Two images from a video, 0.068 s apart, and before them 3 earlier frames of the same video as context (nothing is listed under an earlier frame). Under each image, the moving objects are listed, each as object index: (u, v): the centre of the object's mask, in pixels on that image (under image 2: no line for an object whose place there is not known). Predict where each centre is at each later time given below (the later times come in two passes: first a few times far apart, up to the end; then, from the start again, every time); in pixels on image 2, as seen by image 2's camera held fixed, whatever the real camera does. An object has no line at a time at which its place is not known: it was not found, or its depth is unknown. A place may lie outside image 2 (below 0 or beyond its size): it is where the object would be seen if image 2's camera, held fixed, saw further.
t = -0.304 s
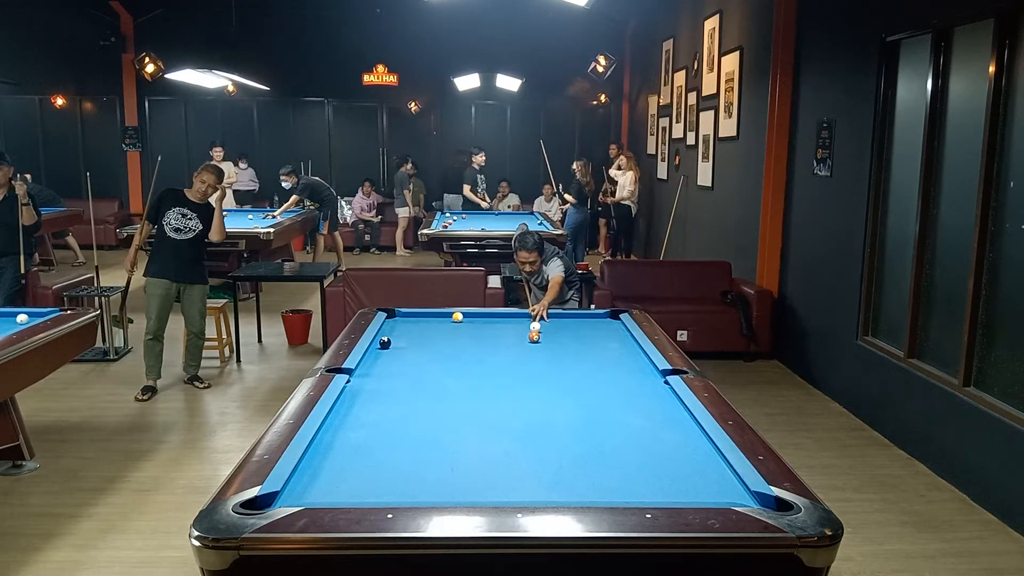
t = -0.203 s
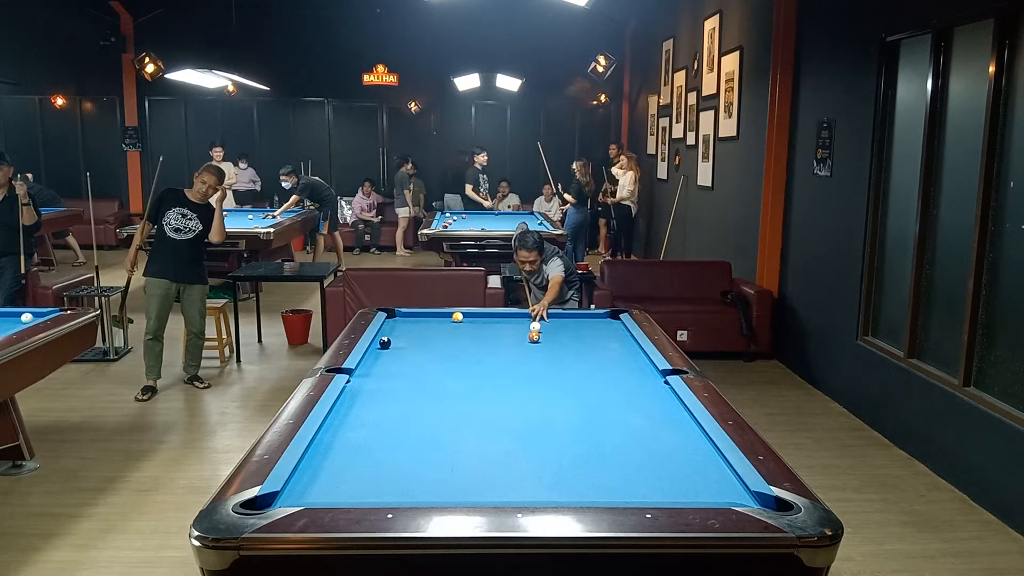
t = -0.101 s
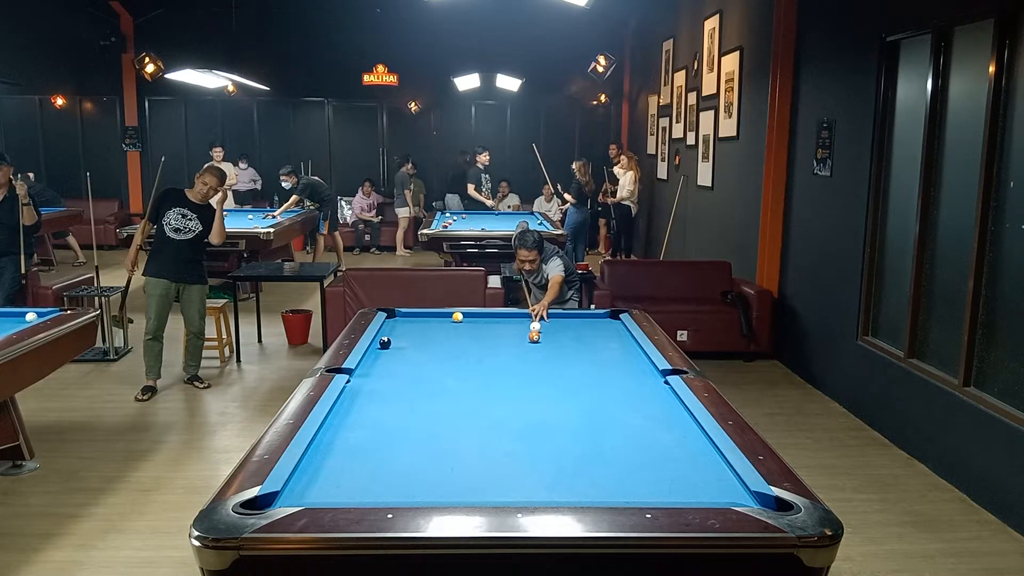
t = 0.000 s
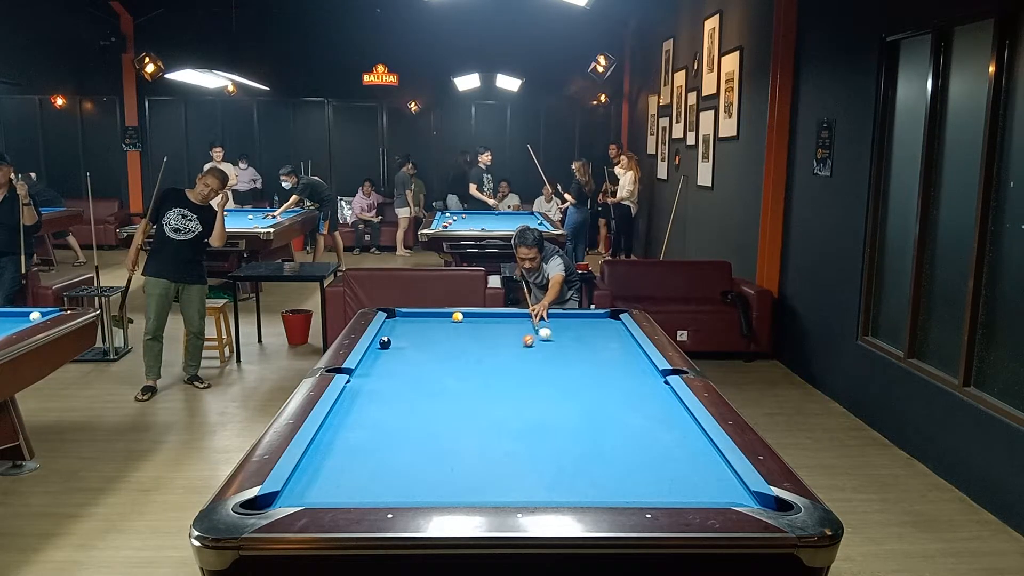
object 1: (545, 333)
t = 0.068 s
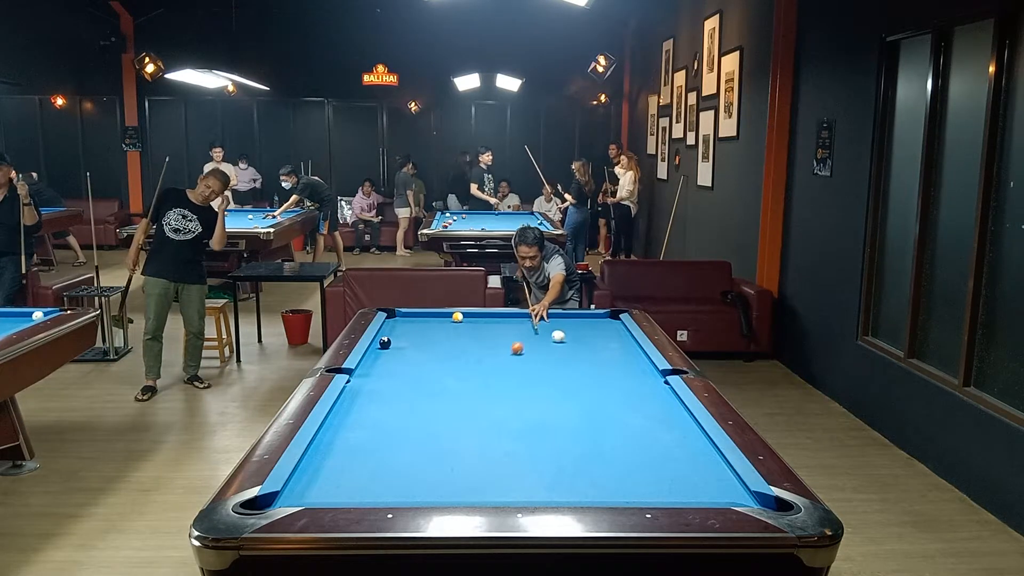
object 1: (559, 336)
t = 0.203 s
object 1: (581, 340)
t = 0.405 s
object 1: (614, 345)
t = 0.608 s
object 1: (632, 349)
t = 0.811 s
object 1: (619, 351)
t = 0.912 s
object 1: (612, 351)
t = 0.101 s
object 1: (565, 337)
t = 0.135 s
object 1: (570, 338)
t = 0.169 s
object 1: (576, 339)
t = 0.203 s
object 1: (581, 340)
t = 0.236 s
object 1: (586, 341)
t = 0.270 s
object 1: (591, 342)
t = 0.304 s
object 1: (597, 343)
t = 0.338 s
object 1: (603, 343)
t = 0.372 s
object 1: (608, 344)
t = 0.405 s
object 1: (614, 345)
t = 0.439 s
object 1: (620, 346)
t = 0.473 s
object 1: (625, 347)
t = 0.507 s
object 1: (631, 348)
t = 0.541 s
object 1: (637, 349)
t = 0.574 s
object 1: (634, 349)
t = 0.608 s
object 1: (632, 349)
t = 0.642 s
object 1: (629, 349)
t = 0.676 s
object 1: (627, 350)
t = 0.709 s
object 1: (625, 350)
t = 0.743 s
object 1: (623, 350)
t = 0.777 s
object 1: (621, 350)
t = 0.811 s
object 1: (619, 351)
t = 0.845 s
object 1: (616, 351)
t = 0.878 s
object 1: (614, 351)
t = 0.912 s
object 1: (612, 351)
